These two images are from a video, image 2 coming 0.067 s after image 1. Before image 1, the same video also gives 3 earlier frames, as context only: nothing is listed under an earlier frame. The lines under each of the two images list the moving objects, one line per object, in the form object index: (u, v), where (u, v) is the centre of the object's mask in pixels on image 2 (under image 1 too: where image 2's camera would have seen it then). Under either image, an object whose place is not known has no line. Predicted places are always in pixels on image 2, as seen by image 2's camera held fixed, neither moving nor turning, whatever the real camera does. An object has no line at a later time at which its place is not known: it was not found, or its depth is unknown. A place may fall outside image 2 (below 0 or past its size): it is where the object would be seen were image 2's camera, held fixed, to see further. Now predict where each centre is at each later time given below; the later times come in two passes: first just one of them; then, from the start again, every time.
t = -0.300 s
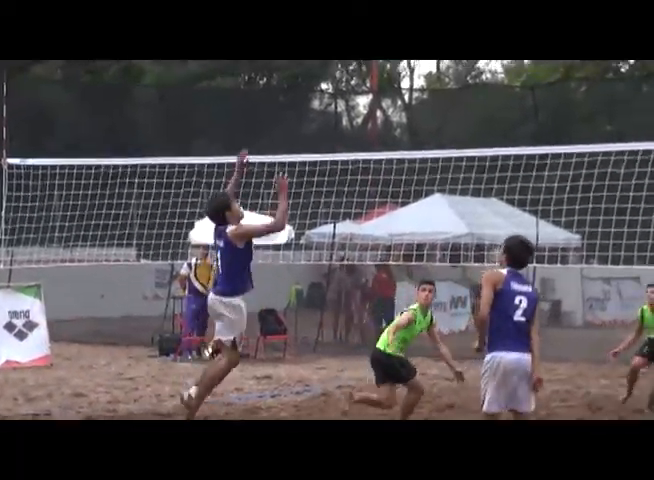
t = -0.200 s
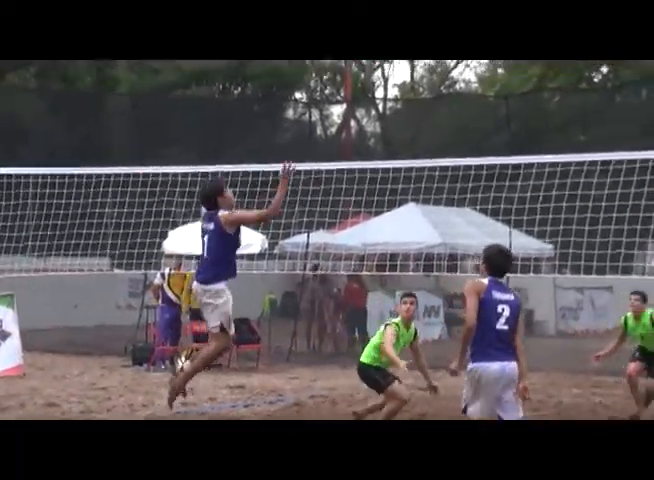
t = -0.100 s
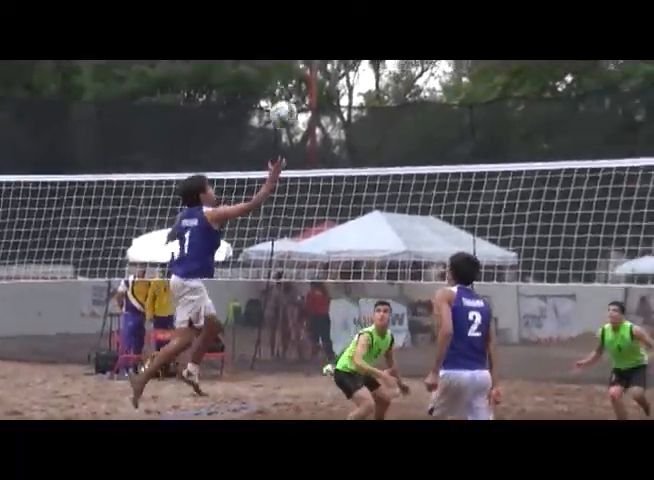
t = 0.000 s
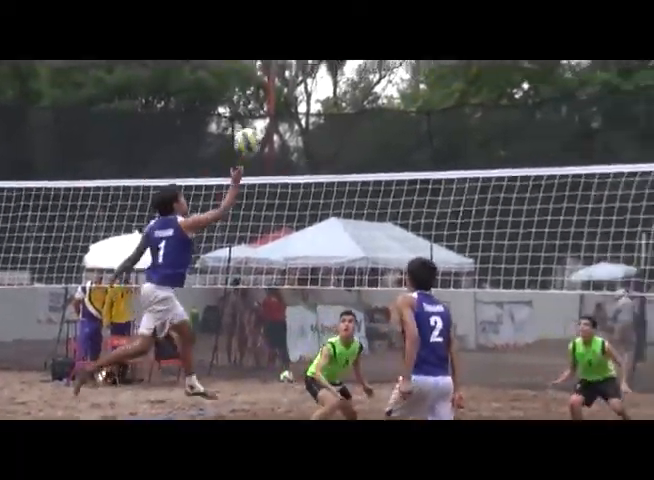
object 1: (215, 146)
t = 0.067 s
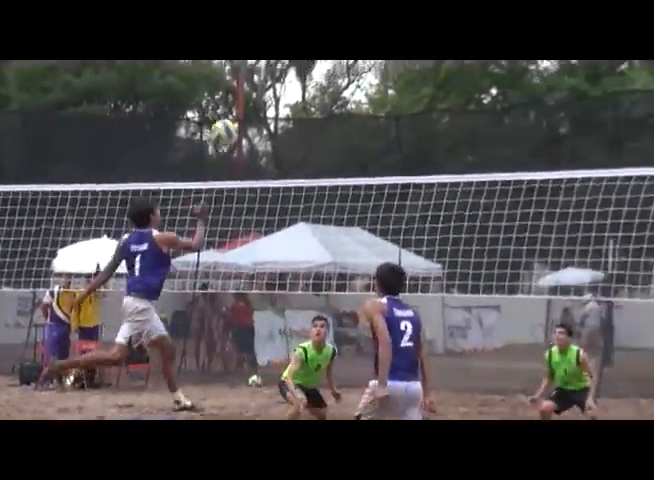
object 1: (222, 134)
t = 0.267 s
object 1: (249, 123)
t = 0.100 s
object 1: (227, 129)
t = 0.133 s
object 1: (232, 125)
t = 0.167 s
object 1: (237, 122)
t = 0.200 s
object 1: (241, 120)
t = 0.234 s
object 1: (245, 121)
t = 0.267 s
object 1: (249, 123)
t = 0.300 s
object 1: (252, 125)
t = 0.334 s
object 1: (257, 129)
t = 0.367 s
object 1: (259, 135)
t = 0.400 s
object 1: (263, 139)
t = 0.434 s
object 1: (268, 147)
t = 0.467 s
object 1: (271, 157)
